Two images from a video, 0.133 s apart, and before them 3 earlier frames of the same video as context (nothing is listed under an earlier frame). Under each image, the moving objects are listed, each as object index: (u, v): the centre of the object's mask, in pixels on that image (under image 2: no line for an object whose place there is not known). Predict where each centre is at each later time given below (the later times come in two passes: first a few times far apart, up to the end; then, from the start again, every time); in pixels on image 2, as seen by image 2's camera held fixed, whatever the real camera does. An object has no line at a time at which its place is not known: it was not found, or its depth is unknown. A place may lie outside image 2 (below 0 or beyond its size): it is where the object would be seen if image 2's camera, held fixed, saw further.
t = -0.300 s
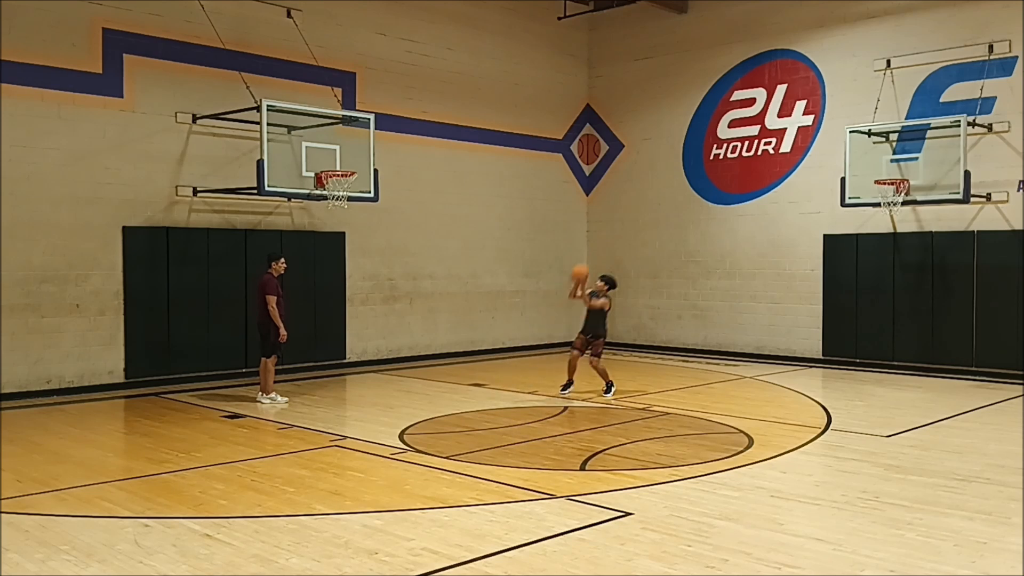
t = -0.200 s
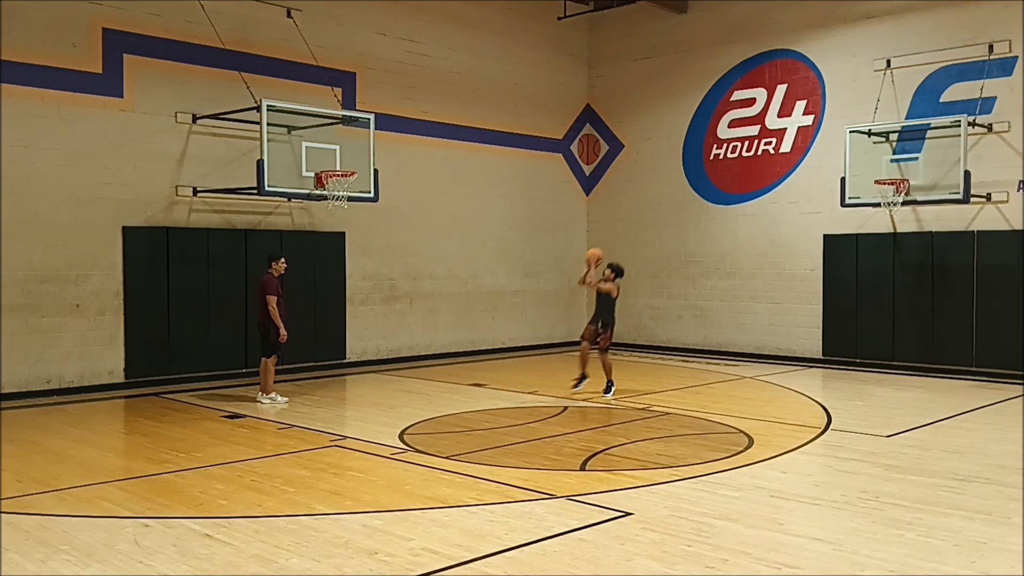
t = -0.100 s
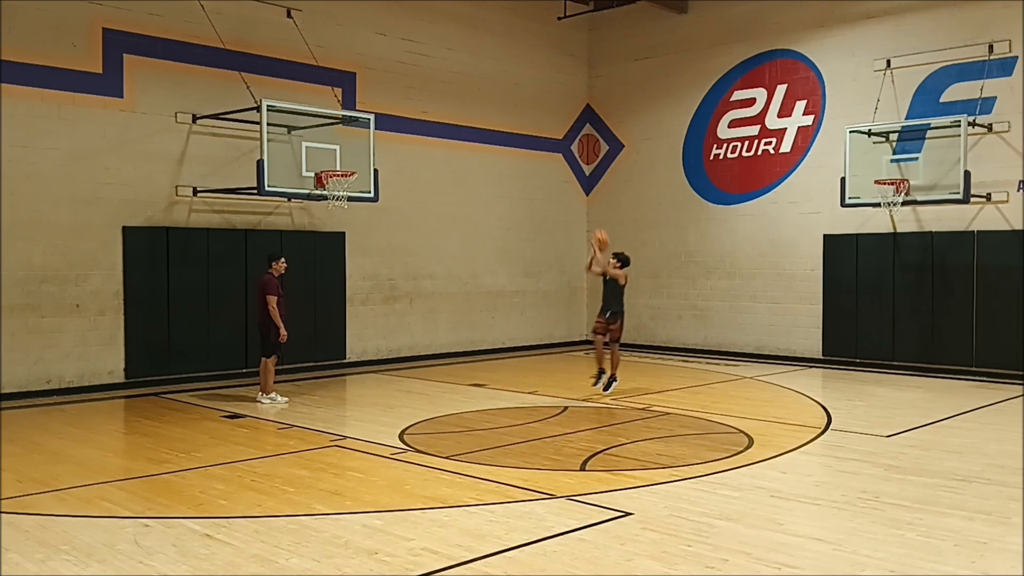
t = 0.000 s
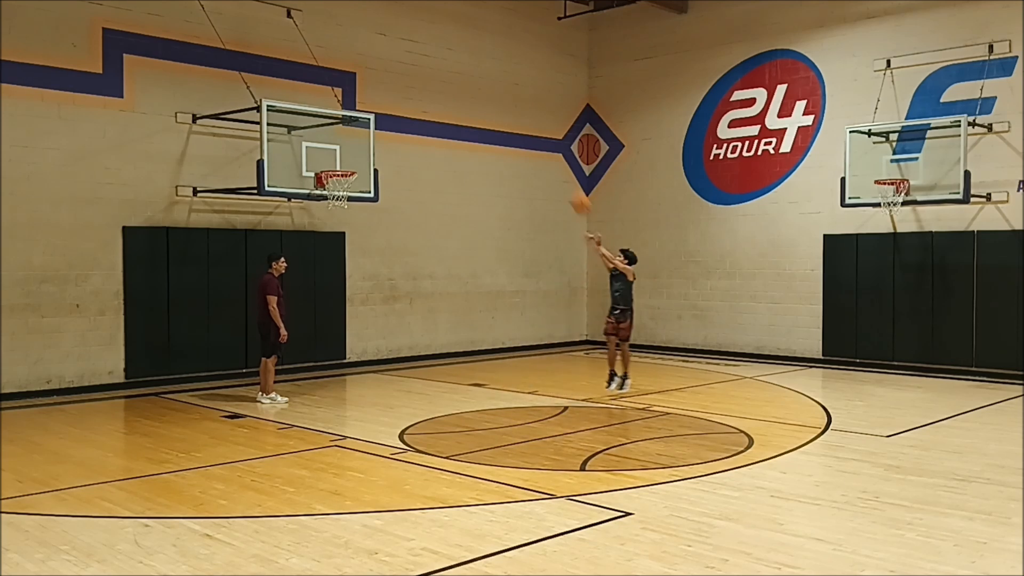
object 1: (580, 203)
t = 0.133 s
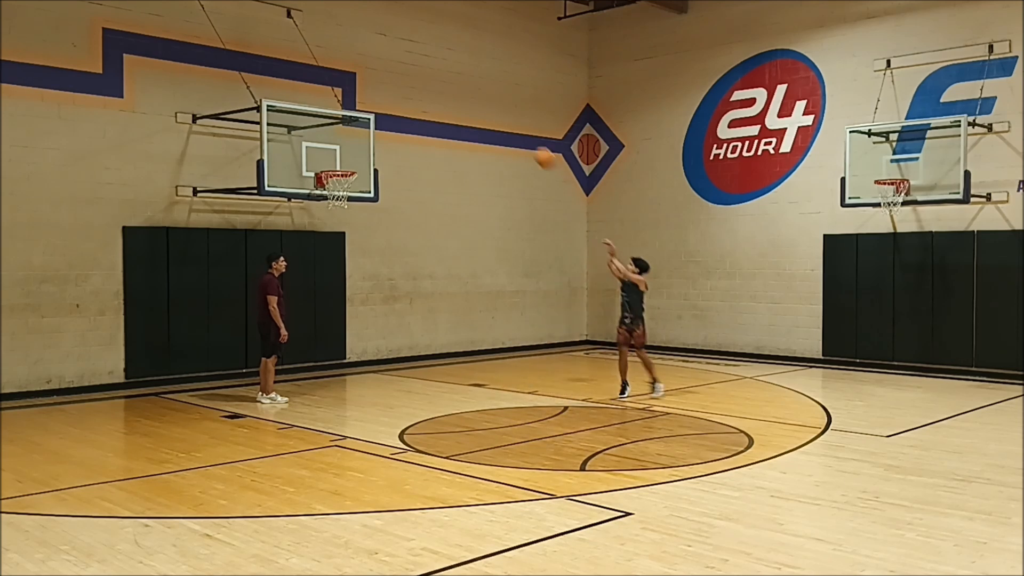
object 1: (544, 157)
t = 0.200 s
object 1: (528, 140)
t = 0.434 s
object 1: (468, 105)
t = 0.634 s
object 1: (417, 106)
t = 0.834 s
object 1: (366, 138)
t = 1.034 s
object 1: (323, 187)
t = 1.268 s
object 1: (321, 220)
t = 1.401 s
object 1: (321, 253)
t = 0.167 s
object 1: (536, 148)
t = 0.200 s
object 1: (528, 140)
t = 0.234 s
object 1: (519, 133)
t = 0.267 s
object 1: (511, 126)
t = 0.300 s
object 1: (502, 120)
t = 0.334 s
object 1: (493, 115)
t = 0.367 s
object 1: (485, 111)
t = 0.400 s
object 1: (476, 107)
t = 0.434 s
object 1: (468, 105)
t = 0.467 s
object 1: (460, 103)
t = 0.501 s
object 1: (451, 102)
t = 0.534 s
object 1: (443, 102)
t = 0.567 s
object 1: (434, 102)
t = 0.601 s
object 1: (426, 104)
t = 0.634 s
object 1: (417, 106)
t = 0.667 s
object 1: (409, 109)
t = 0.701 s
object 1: (401, 114)
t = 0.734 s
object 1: (392, 119)
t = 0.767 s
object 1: (385, 123)
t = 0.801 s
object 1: (376, 129)
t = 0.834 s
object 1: (366, 138)
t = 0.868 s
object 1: (358, 146)
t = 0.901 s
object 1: (350, 155)
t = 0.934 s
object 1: (342, 162)
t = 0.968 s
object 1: (334, 170)
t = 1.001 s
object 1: (326, 184)
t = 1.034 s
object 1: (323, 187)
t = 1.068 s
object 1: (322, 191)
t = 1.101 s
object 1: (322, 194)
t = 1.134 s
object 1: (322, 197)
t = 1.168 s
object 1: (322, 202)
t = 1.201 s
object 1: (322, 206)
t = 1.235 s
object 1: (321, 213)
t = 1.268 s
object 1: (321, 220)
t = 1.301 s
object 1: (321, 228)
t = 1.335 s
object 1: (321, 236)
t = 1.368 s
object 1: (321, 244)
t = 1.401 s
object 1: (321, 253)
